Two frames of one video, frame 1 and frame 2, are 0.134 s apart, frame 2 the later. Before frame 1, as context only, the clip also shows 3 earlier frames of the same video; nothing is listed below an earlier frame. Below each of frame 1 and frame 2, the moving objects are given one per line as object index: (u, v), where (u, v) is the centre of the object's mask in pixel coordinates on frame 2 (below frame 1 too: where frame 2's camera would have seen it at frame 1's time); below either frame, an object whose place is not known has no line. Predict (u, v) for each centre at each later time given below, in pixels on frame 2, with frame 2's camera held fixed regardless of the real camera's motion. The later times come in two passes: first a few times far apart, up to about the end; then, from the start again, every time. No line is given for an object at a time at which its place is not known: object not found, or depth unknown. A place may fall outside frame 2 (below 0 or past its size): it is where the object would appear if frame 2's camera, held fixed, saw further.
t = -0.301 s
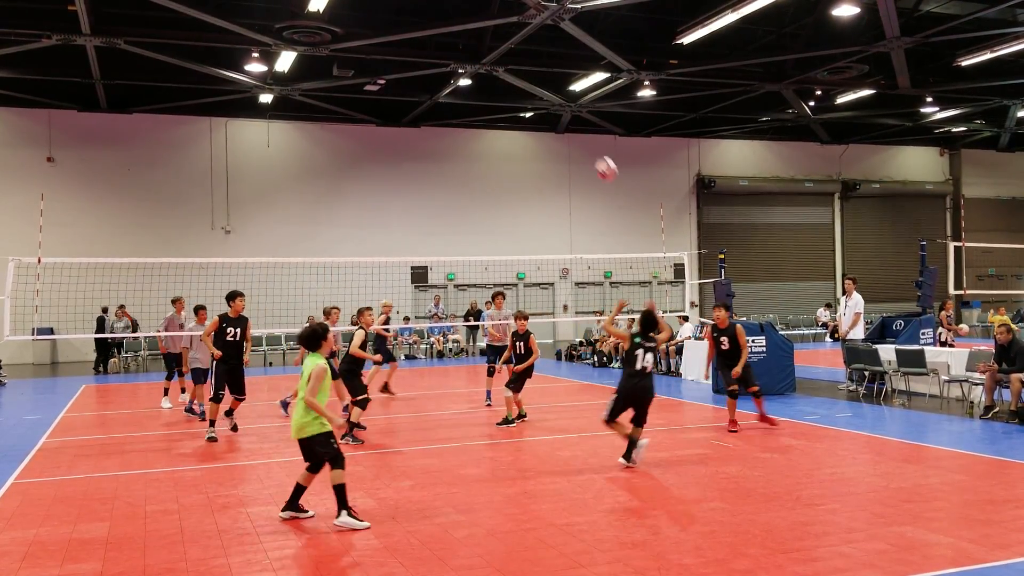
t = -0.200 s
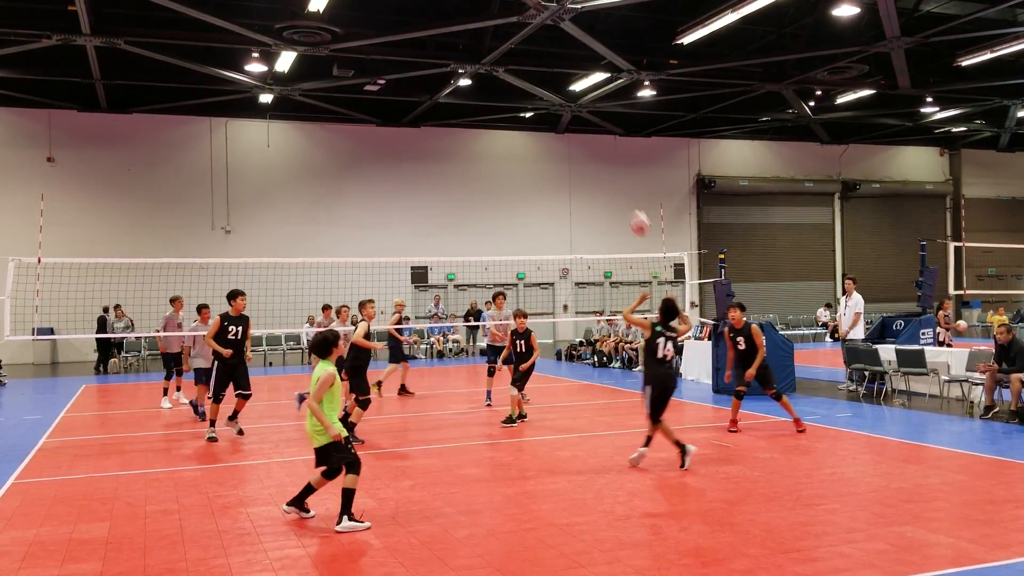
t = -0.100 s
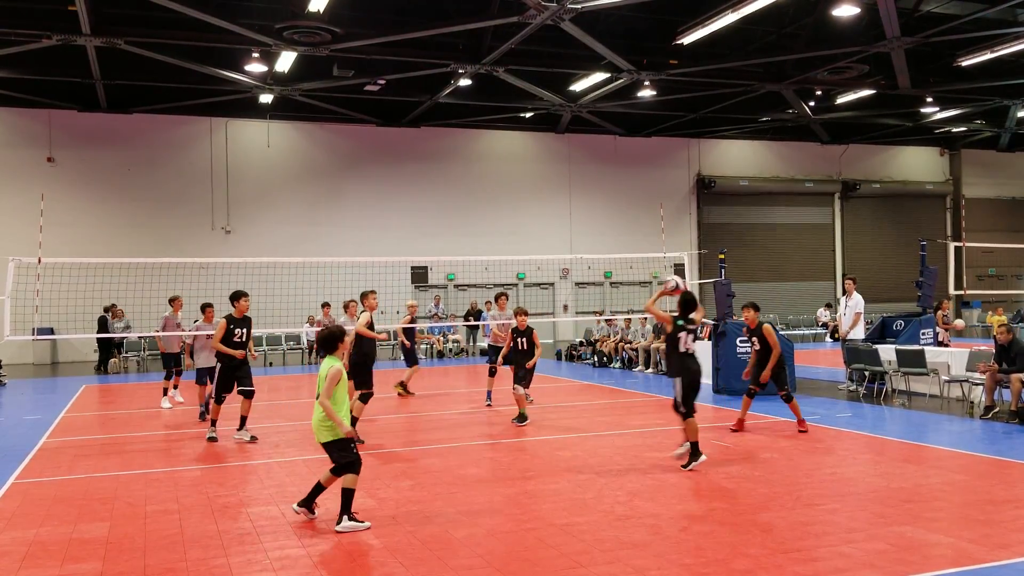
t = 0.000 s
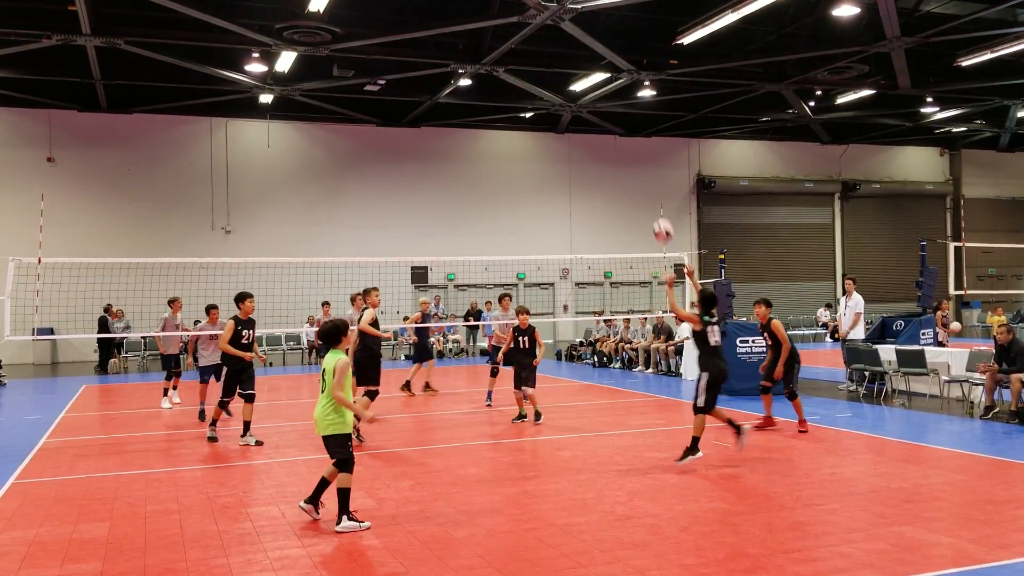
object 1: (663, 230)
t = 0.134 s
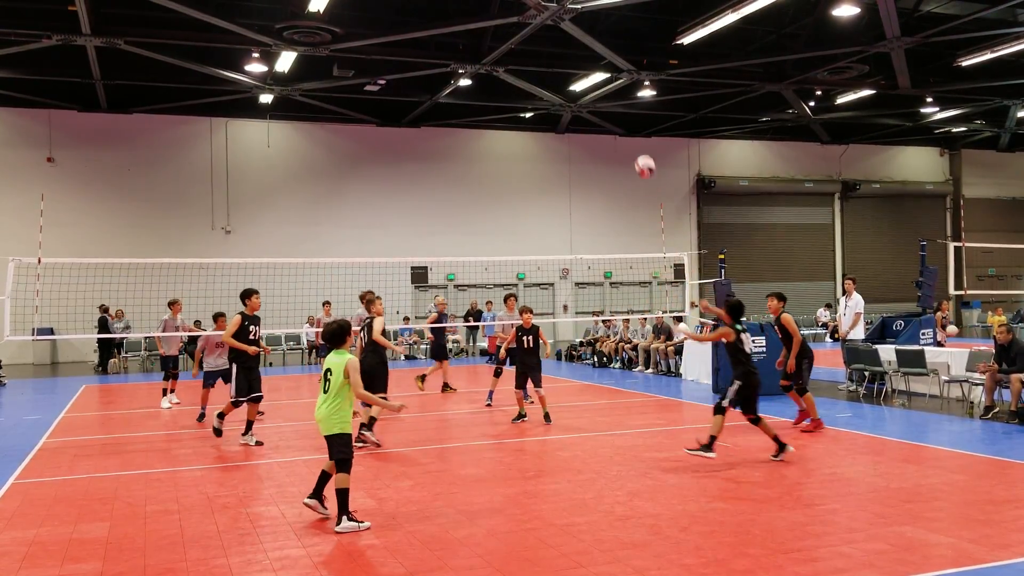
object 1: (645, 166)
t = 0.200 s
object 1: (637, 142)
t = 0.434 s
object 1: (613, 93)
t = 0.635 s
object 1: (596, 90)
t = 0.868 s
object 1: (577, 123)
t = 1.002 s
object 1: (568, 160)
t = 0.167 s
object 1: (641, 154)
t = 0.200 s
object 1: (637, 142)
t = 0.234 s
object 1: (633, 132)
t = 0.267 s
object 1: (630, 123)
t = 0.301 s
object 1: (627, 115)
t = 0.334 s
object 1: (623, 108)
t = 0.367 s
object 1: (620, 101)
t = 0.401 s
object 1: (616, 97)
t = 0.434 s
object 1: (613, 93)
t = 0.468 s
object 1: (610, 89)
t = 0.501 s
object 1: (607, 88)
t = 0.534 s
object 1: (604, 87)
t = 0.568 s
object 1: (601, 88)
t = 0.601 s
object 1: (598, 88)
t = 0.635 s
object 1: (596, 90)
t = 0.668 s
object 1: (592, 92)
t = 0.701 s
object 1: (589, 95)
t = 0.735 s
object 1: (587, 99)
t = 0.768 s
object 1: (584, 104)
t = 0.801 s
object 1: (582, 110)
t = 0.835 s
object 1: (579, 116)
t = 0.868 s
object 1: (577, 123)
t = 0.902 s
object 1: (574, 131)
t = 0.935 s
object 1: (572, 140)
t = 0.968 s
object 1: (570, 150)
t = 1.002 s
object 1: (568, 160)
